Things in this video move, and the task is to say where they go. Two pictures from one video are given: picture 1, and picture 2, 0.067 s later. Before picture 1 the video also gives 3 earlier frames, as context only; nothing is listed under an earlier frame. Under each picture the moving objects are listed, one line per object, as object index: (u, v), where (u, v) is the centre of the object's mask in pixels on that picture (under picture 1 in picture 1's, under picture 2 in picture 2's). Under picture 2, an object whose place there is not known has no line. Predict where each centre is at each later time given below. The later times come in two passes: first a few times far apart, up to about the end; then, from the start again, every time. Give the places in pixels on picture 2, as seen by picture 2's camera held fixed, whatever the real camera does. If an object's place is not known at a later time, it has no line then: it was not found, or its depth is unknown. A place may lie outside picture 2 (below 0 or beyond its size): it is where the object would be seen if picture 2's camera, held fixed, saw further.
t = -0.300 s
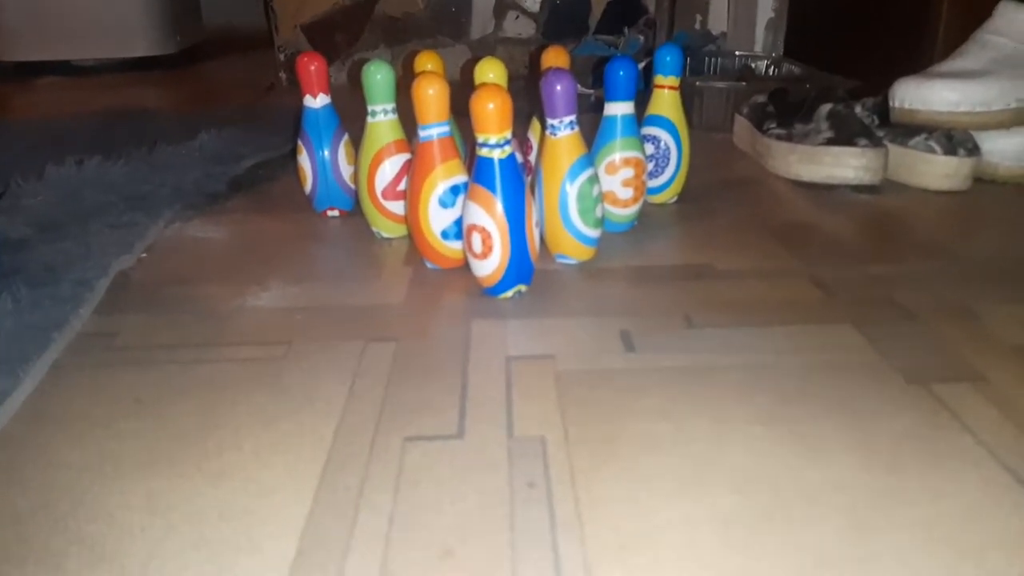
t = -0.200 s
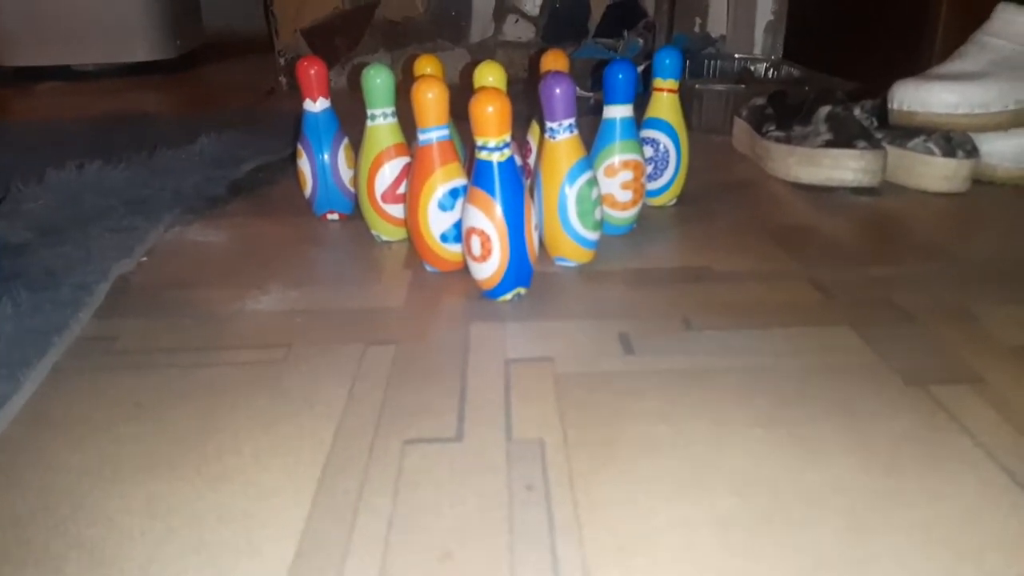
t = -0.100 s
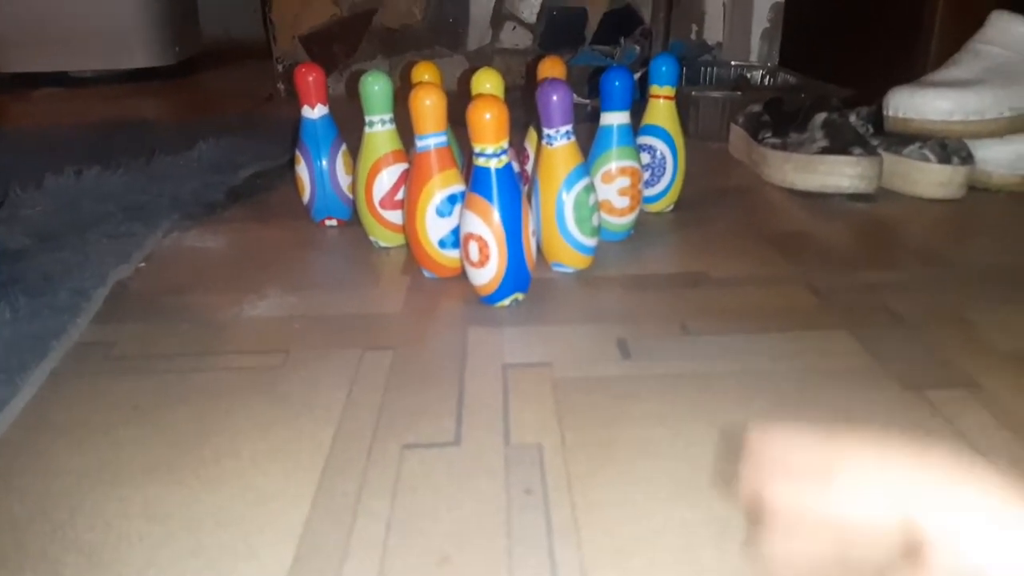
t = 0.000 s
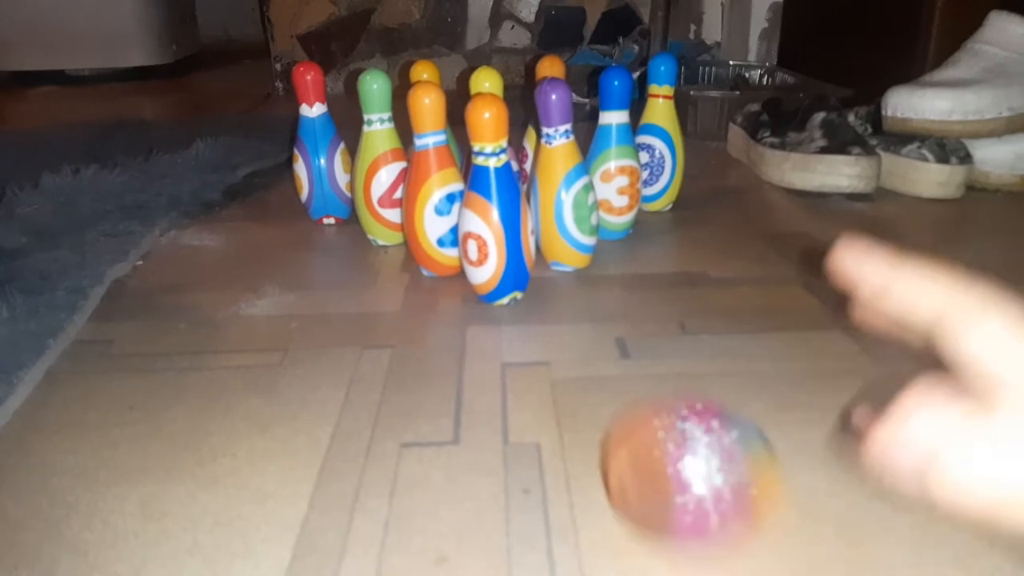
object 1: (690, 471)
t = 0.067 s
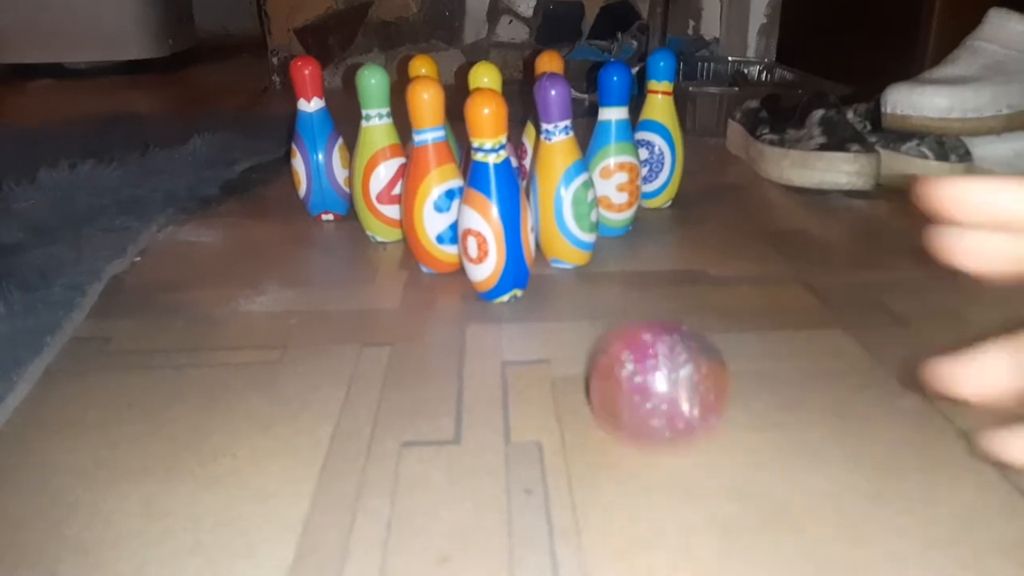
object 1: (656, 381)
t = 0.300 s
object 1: (604, 226)
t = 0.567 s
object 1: (614, 187)
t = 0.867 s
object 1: (635, 186)
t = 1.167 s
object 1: (640, 185)
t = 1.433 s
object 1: (646, 183)
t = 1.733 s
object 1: (653, 183)
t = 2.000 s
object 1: (655, 183)
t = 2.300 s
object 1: (657, 183)
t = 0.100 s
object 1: (641, 348)
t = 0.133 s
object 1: (628, 319)
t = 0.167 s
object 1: (620, 296)
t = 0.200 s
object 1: (612, 275)
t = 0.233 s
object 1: (606, 254)
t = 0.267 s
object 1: (603, 238)
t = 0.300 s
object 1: (604, 226)
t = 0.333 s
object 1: (606, 217)
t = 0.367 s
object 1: (606, 210)
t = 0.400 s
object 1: (607, 204)
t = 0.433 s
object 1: (608, 200)
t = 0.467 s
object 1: (610, 193)
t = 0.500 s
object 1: (611, 192)
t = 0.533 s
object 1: (612, 189)
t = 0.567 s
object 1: (614, 187)
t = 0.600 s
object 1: (618, 187)
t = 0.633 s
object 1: (621, 186)
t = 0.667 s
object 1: (623, 186)
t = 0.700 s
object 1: (626, 186)
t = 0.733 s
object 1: (628, 185)
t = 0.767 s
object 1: (630, 186)
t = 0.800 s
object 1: (632, 185)
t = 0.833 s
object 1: (633, 184)
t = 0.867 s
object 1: (635, 186)
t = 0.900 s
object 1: (637, 186)
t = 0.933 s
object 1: (638, 186)
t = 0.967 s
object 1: (639, 185)
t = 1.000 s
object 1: (639, 185)
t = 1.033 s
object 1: (639, 185)
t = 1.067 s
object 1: (638, 185)
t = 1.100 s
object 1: (640, 184)
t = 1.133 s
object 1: (642, 183)
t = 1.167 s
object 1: (640, 185)
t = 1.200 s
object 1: (642, 184)
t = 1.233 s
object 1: (643, 183)
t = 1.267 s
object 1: (643, 183)
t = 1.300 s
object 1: (642, 184)
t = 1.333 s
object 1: (644, 183)
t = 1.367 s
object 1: (643, 184)
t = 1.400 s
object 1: (646, 183)
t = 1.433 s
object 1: (646, 183)
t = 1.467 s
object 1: (647, 183)
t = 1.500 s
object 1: (649, 183)
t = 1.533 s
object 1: (650, 183)
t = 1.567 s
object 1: (651, 183)
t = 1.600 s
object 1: (651, 183)
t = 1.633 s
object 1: (651, 184)
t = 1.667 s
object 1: (652, 184)
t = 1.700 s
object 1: (653, 184)
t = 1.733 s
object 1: (653, 183)
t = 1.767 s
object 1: (653, 183)
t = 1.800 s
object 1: (654, 183)
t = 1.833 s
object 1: (654, 183)
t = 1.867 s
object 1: (654, 184)
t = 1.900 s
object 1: (654, 183)
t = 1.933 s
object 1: (654, 183)
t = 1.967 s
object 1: (654, 183)
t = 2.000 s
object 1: (655, 183)
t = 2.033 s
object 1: (655, 183)
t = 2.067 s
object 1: (655, 183)
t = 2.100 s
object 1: (655, 183)
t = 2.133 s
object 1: (656, 184)
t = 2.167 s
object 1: (656, 183)
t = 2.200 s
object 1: (656, 184)
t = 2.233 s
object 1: (657, 183)
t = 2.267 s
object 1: (657, 183)
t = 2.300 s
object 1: (657, 183)
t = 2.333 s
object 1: (657, 183)
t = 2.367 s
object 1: (657, 183)
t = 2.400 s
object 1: (657, 183)
